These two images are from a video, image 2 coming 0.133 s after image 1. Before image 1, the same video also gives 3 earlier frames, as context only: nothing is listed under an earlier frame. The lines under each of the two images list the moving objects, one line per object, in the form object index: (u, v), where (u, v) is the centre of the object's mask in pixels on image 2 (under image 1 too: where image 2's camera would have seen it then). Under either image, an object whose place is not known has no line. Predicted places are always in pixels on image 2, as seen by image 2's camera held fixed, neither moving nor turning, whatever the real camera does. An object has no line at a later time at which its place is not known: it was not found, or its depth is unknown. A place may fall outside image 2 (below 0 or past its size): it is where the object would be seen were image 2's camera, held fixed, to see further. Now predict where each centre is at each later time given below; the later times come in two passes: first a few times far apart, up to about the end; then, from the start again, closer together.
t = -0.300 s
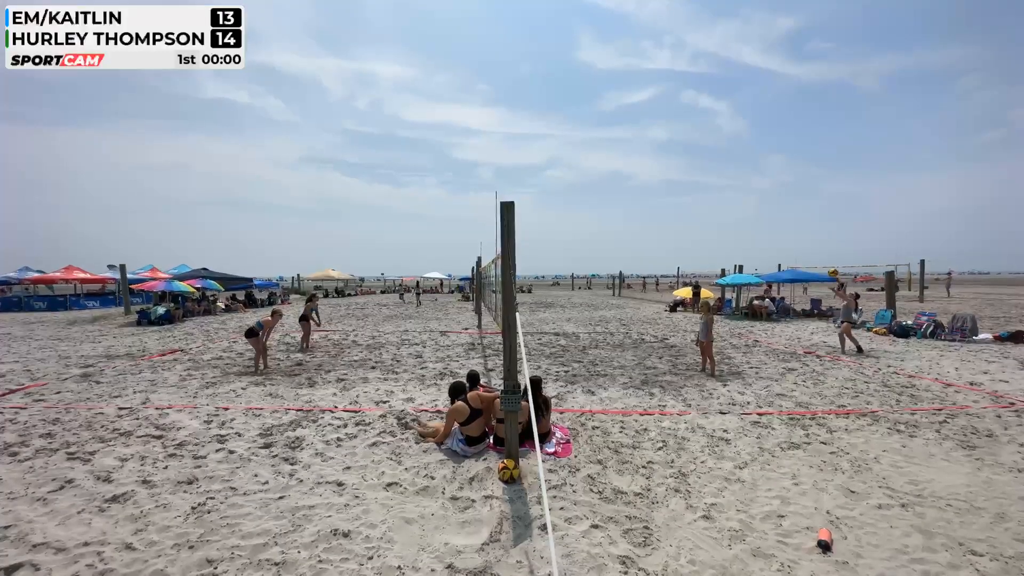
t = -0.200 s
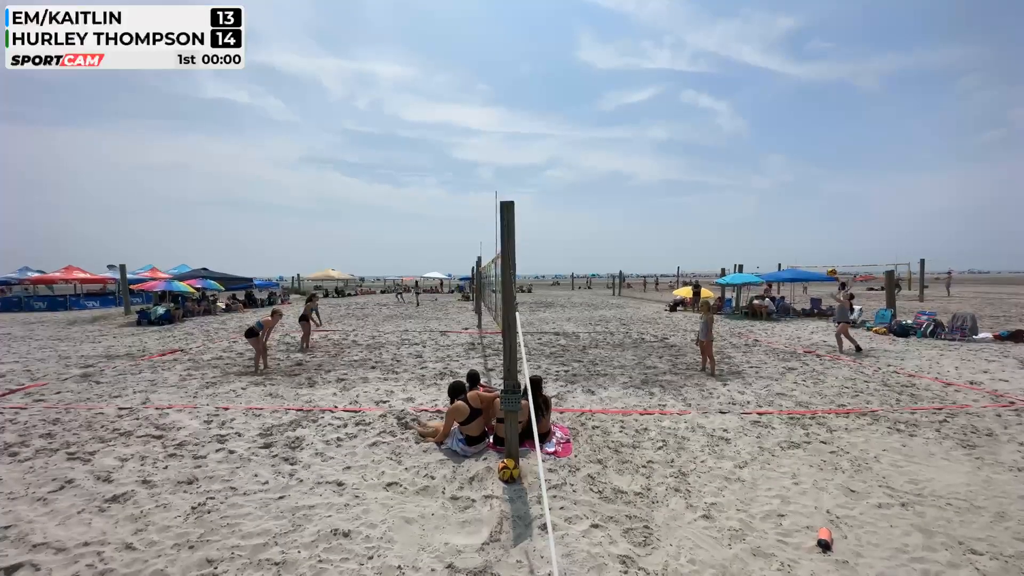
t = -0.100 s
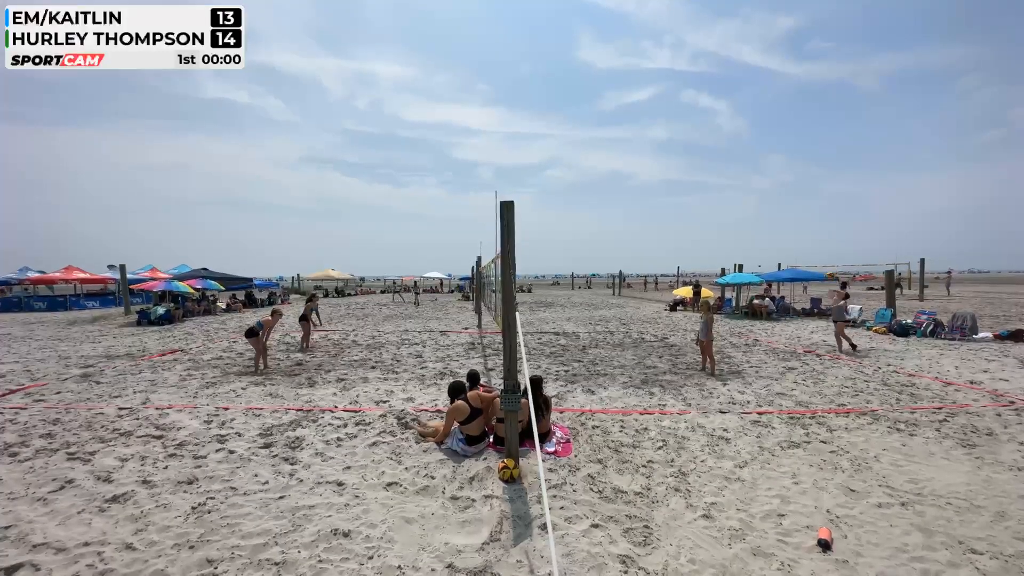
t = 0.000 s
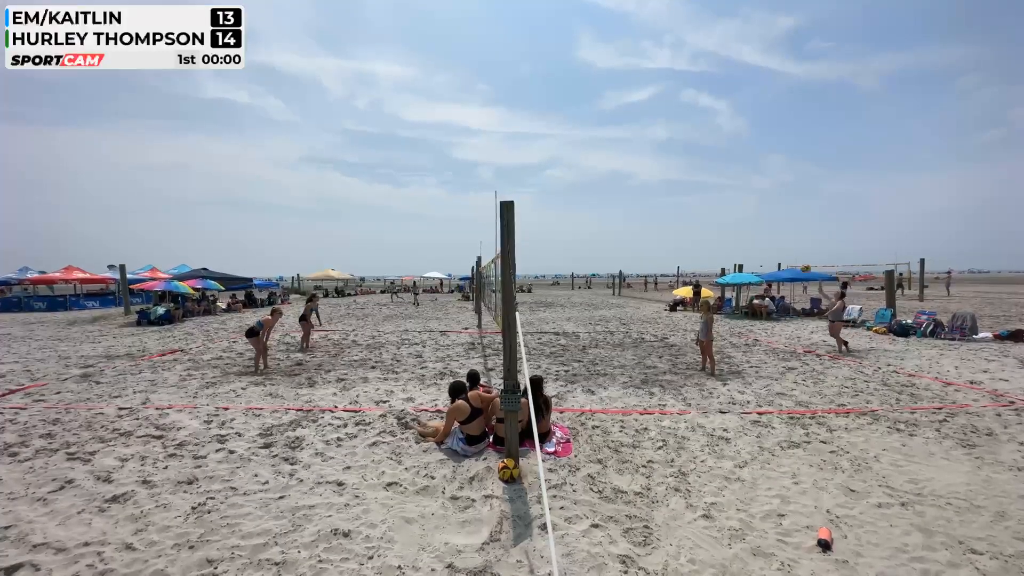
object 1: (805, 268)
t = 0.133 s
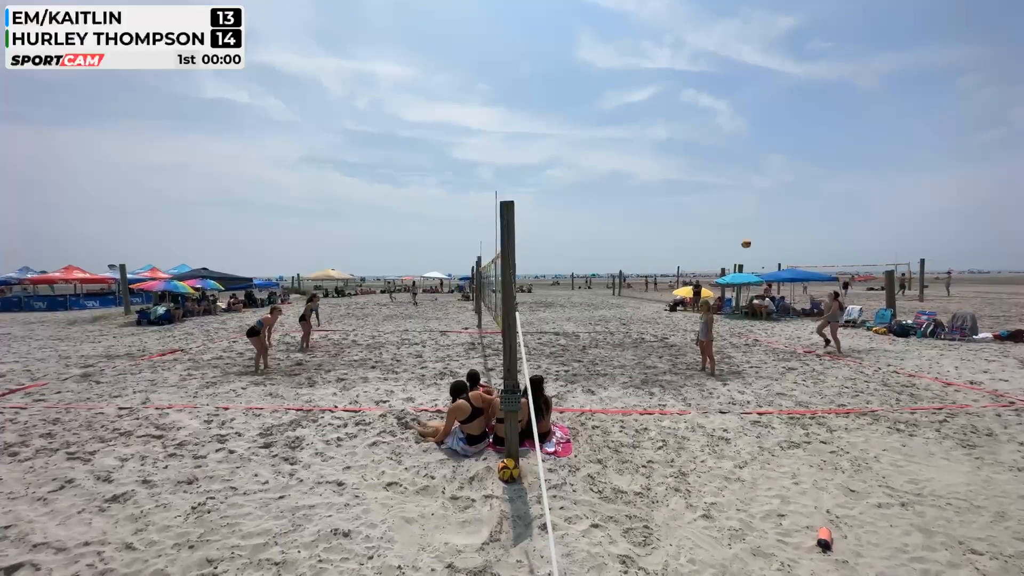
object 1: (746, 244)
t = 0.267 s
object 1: (689, 226)
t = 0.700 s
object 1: (519, 219)
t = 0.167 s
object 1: (731, 239)
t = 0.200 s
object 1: (717, 234)
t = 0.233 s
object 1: (703, 230)
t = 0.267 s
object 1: (689, 226)
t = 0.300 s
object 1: (676, 223)
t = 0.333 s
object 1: (661, 220)
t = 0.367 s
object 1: (648, 218)
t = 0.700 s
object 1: (519, 219)
